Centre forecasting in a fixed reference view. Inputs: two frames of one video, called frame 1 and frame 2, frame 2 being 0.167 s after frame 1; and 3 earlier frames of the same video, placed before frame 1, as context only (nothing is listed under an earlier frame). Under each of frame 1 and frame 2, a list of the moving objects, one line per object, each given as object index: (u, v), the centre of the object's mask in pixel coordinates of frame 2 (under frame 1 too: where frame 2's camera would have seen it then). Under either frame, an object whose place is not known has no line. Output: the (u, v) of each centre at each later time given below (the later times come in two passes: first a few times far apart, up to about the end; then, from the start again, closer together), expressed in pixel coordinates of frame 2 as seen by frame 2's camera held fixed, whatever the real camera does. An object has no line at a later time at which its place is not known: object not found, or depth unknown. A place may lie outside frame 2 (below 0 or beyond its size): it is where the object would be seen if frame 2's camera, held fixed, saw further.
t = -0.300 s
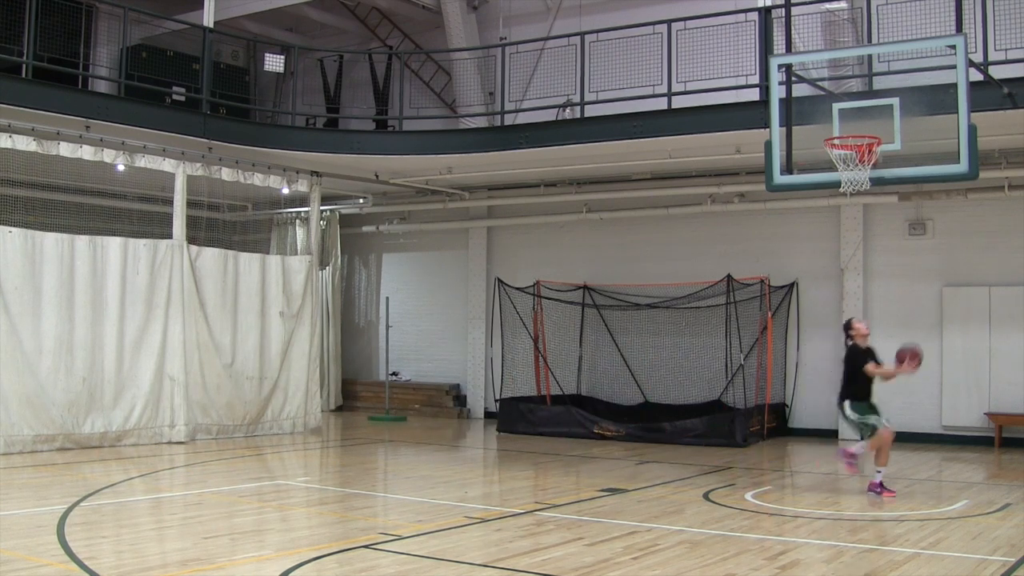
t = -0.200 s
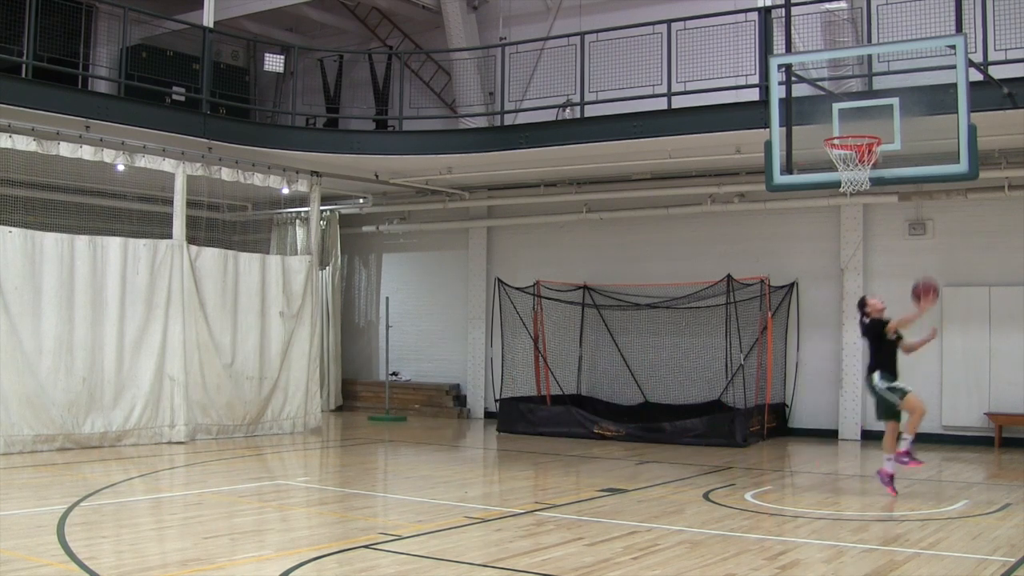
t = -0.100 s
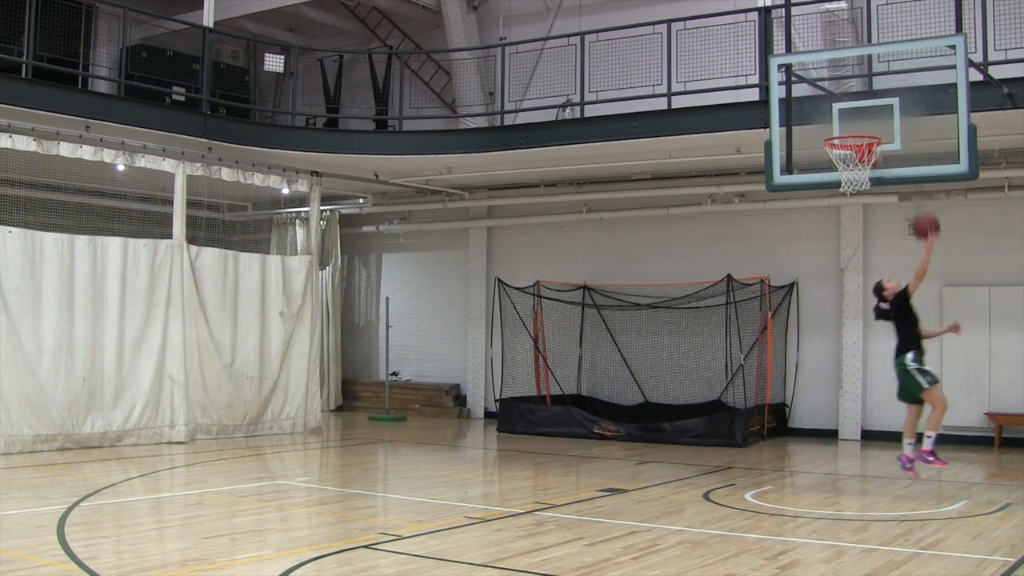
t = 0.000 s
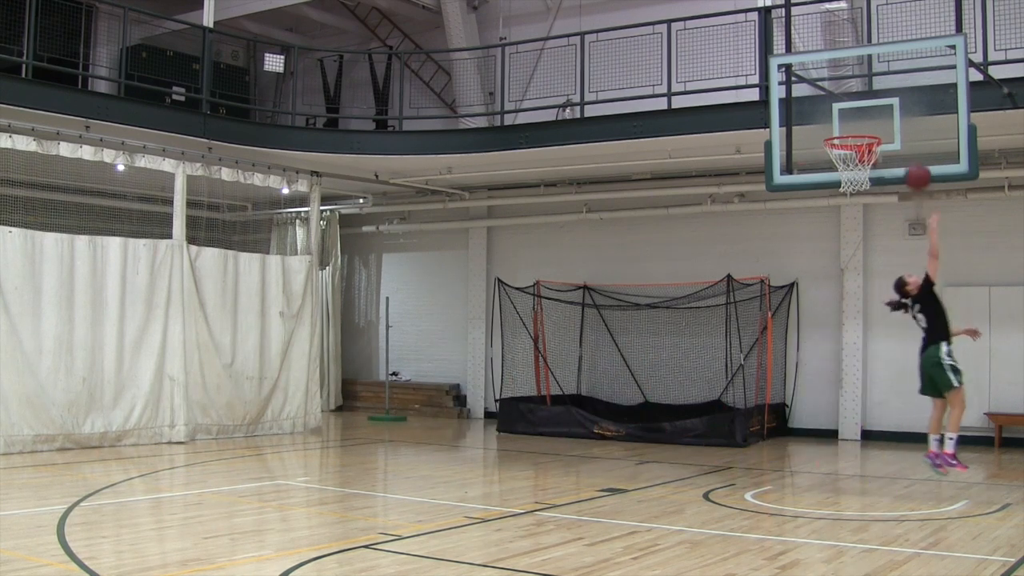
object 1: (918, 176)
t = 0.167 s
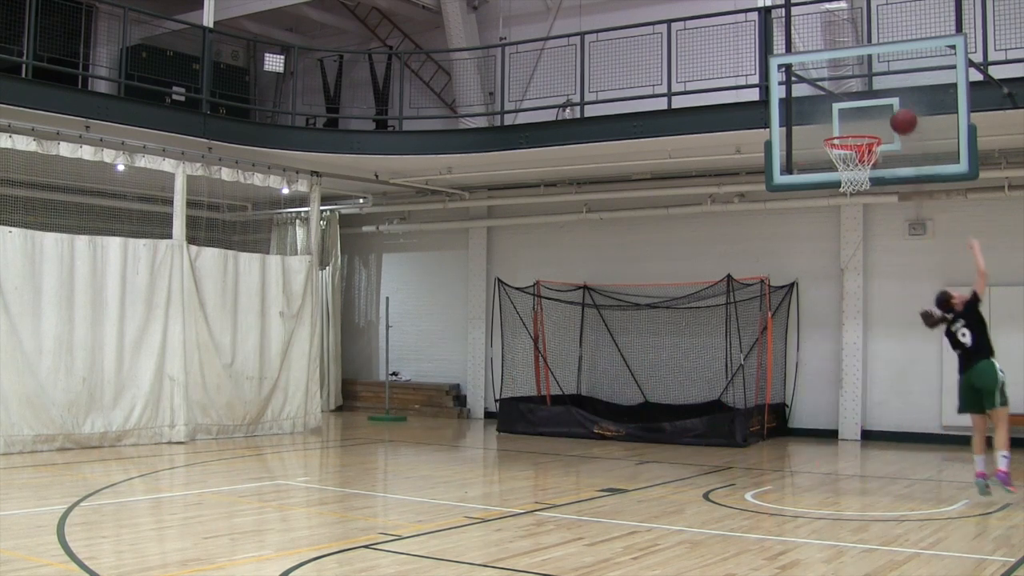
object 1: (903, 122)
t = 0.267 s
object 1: (892, 109)
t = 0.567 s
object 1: (856, 139)
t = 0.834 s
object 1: (840, 214)
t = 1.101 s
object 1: (832, 350)
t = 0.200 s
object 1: (900, 115)
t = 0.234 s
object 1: (896, 111)
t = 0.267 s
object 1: (892, 109)
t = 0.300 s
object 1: (888, 107)
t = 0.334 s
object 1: (883, 107)
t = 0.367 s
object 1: (880, 108)
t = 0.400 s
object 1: (876, 109)
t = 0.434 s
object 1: (872, 113)
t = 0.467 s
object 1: (868, 118)
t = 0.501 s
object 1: (864, 123)
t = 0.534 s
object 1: (860, 127)
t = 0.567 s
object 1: (856, 139)
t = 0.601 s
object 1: (855, 150)
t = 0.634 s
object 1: (846, 161)
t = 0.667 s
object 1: (846, 169)
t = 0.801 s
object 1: (841, 203)
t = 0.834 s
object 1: (840, 214)
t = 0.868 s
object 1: (839, 226)
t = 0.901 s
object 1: (838, 240)
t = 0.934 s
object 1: (838, 255)
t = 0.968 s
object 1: (836, 271)
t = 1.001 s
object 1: (835, 289)
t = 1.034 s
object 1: (834, 308)
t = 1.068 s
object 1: (833, 328)
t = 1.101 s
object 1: (832, 350)
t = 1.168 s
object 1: (829, 396)
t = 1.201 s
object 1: (827, 422)
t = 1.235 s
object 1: (826, 447)
